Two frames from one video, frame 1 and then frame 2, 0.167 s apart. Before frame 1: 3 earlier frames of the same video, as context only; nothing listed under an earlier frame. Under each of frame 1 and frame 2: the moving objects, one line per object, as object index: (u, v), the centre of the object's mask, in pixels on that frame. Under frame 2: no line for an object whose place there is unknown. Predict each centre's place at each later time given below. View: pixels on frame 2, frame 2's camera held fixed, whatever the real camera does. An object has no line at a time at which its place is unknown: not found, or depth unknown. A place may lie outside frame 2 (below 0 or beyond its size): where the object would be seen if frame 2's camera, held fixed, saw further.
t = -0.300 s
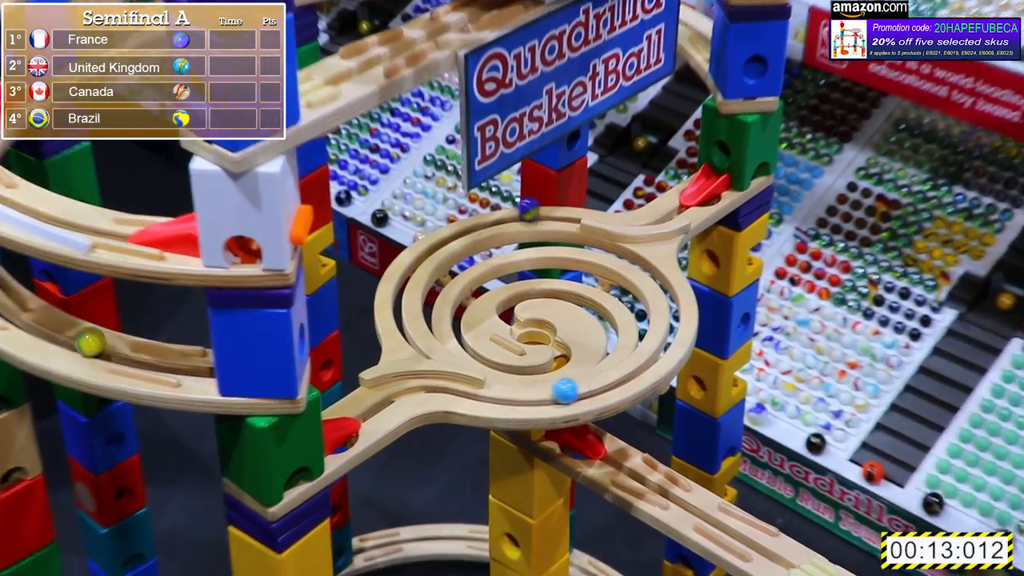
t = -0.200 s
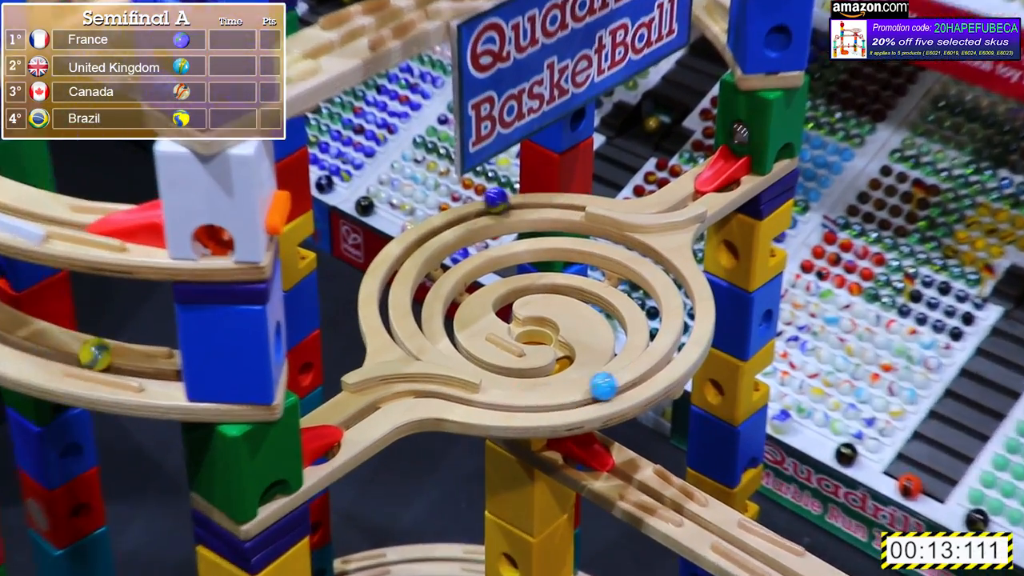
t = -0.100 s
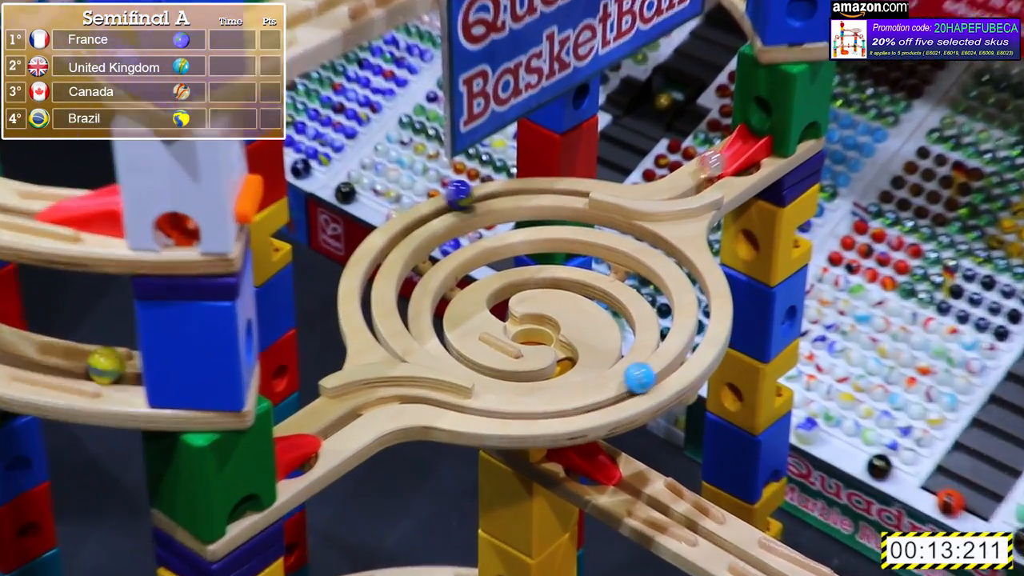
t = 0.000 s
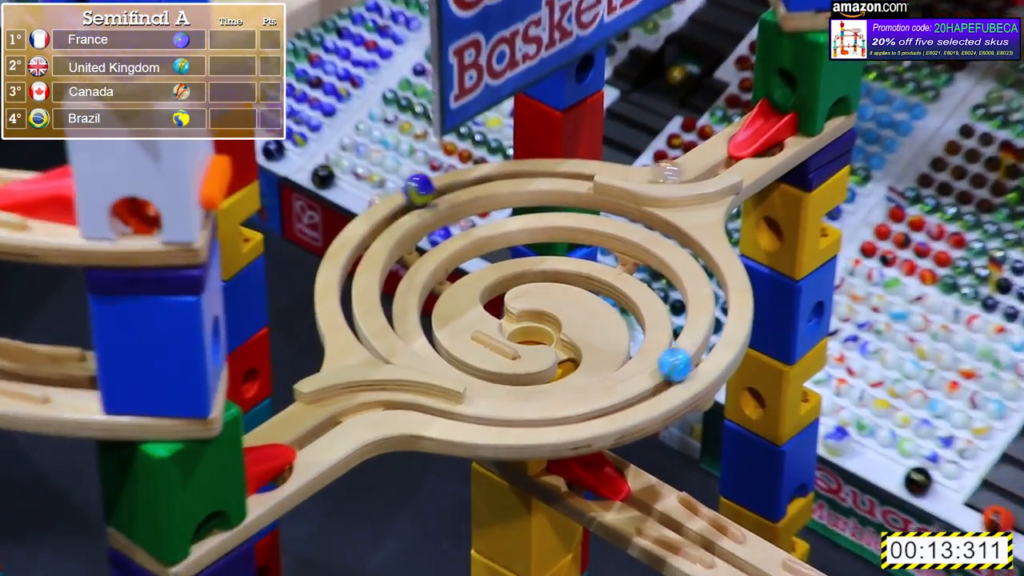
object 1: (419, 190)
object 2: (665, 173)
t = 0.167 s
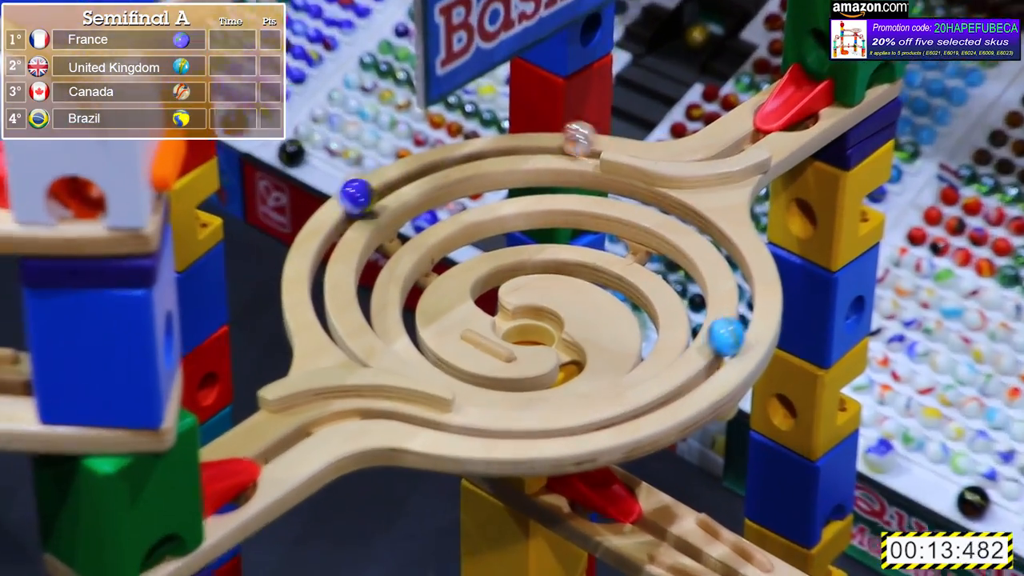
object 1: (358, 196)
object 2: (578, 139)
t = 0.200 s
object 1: (357, 198)
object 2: (561, 137)
